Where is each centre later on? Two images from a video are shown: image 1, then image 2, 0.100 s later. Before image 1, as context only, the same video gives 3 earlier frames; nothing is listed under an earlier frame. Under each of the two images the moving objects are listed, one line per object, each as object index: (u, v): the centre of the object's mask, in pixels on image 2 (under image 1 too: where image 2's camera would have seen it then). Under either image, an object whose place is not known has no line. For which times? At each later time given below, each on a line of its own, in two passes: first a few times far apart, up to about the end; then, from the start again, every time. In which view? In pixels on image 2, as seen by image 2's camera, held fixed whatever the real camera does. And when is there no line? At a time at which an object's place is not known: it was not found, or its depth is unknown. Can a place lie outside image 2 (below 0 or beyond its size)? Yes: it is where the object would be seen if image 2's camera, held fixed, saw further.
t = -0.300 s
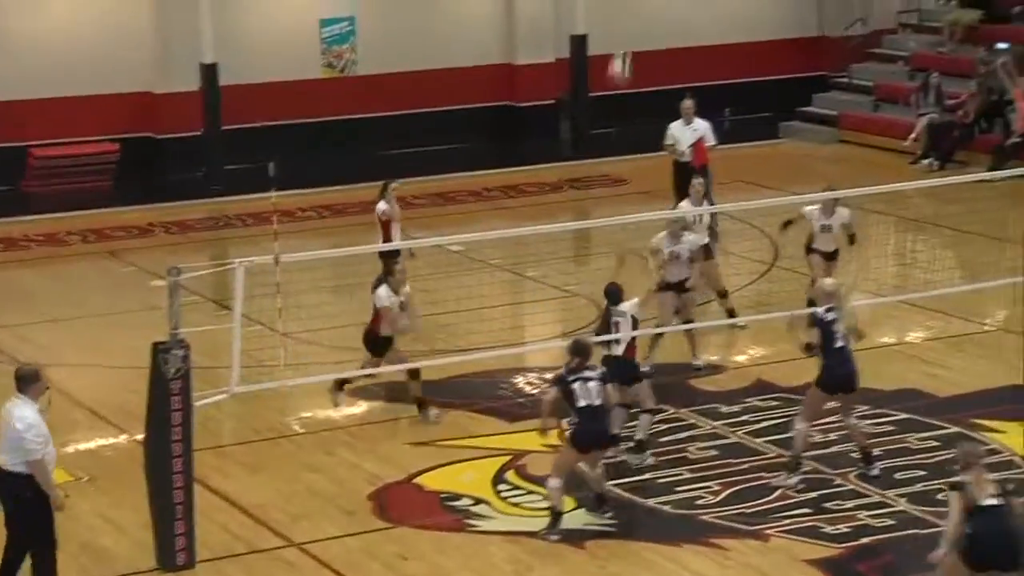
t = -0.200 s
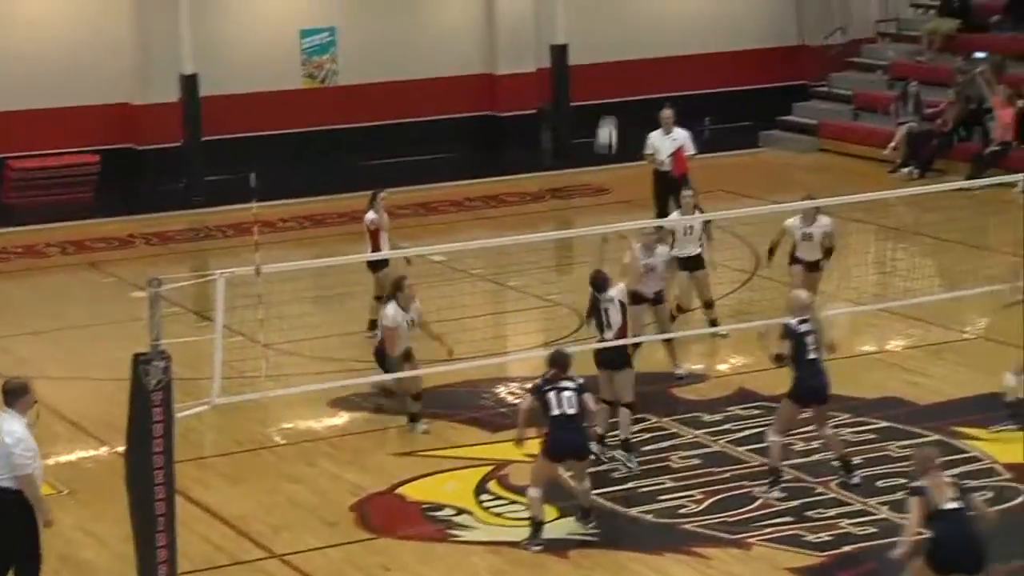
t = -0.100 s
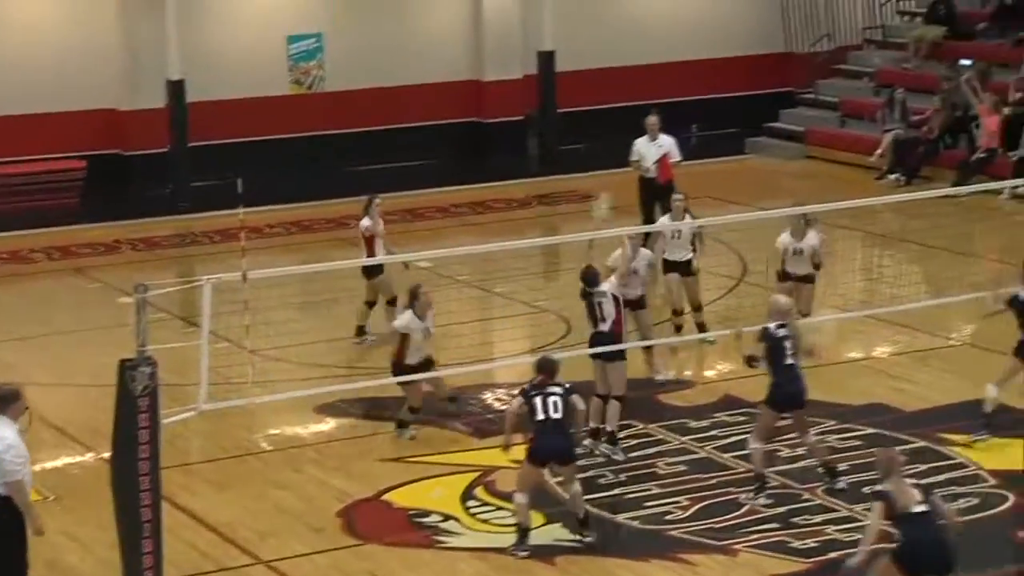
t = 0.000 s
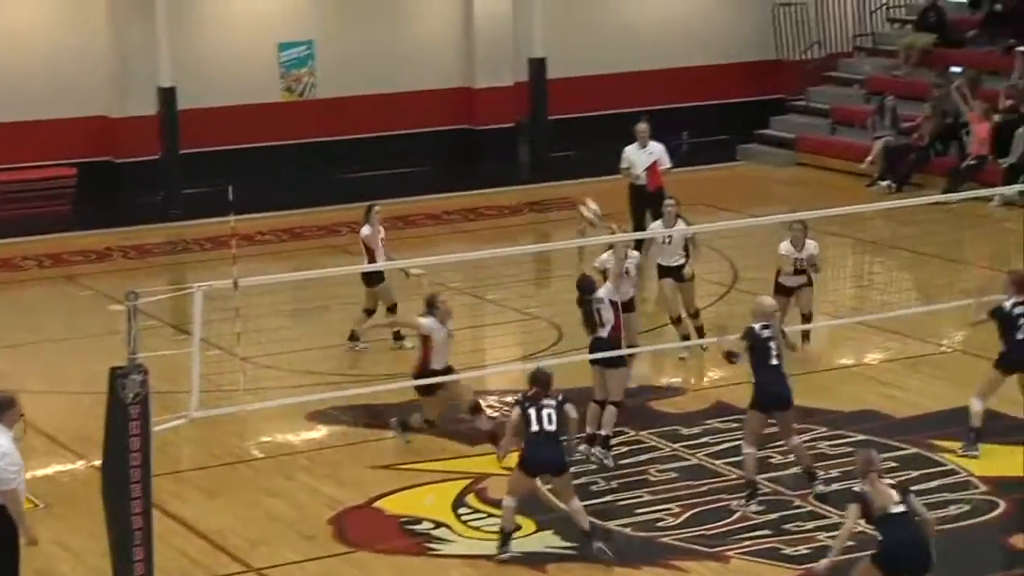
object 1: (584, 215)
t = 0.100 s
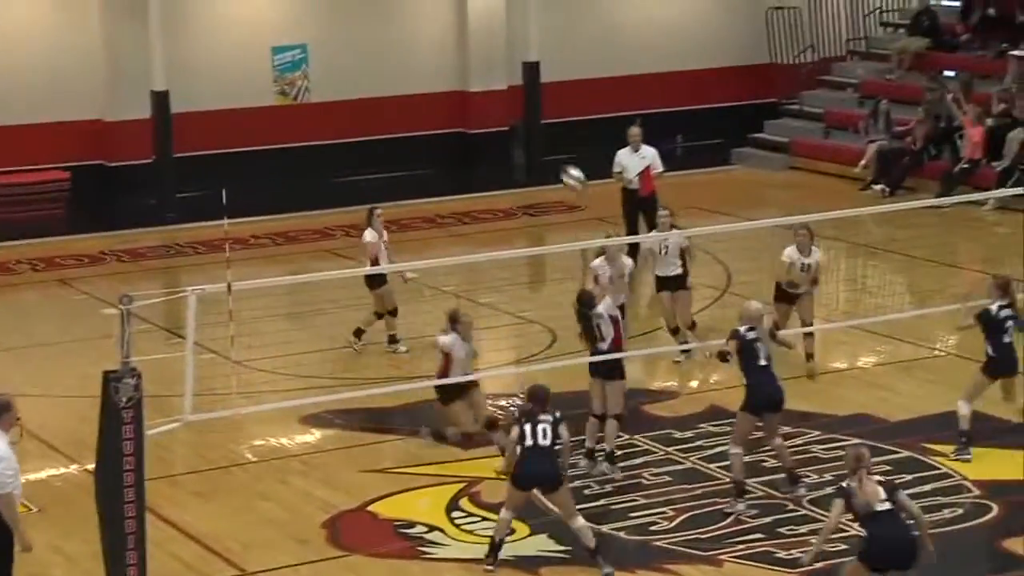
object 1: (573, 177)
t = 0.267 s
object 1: (556, 144)
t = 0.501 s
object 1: (536, 146)
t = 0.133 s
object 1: (568, 169)
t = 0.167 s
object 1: (566, 162)
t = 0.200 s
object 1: (563, 155)
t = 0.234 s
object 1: (560, 149)
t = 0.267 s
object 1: (556, 144)
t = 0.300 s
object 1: (553, 140)
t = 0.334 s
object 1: (550, 139)
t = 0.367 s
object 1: (548, 138)
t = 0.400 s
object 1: (545, 138)
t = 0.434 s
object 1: (542, 140)
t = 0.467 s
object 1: (538, 143)
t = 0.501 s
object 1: (536, 146)
